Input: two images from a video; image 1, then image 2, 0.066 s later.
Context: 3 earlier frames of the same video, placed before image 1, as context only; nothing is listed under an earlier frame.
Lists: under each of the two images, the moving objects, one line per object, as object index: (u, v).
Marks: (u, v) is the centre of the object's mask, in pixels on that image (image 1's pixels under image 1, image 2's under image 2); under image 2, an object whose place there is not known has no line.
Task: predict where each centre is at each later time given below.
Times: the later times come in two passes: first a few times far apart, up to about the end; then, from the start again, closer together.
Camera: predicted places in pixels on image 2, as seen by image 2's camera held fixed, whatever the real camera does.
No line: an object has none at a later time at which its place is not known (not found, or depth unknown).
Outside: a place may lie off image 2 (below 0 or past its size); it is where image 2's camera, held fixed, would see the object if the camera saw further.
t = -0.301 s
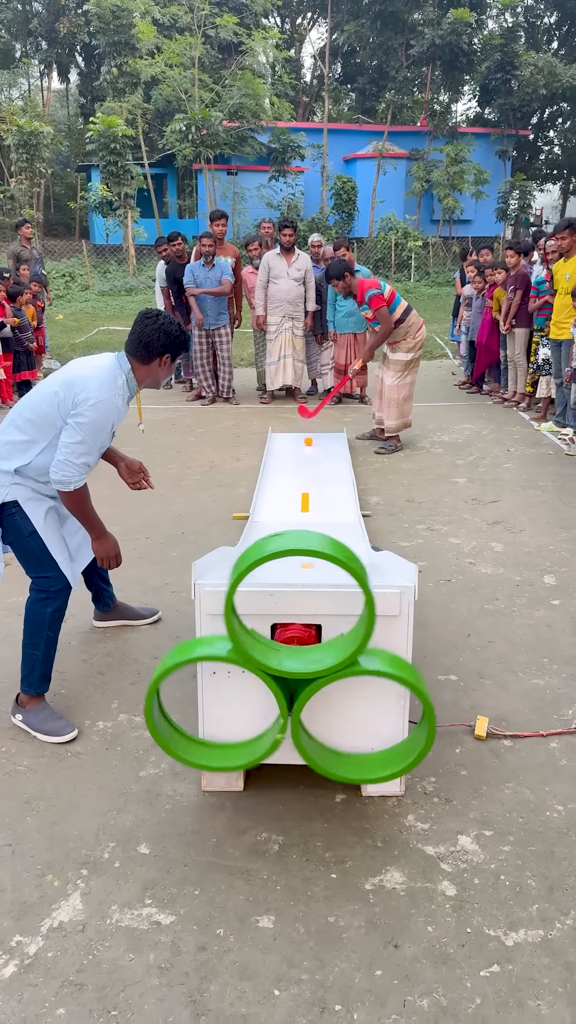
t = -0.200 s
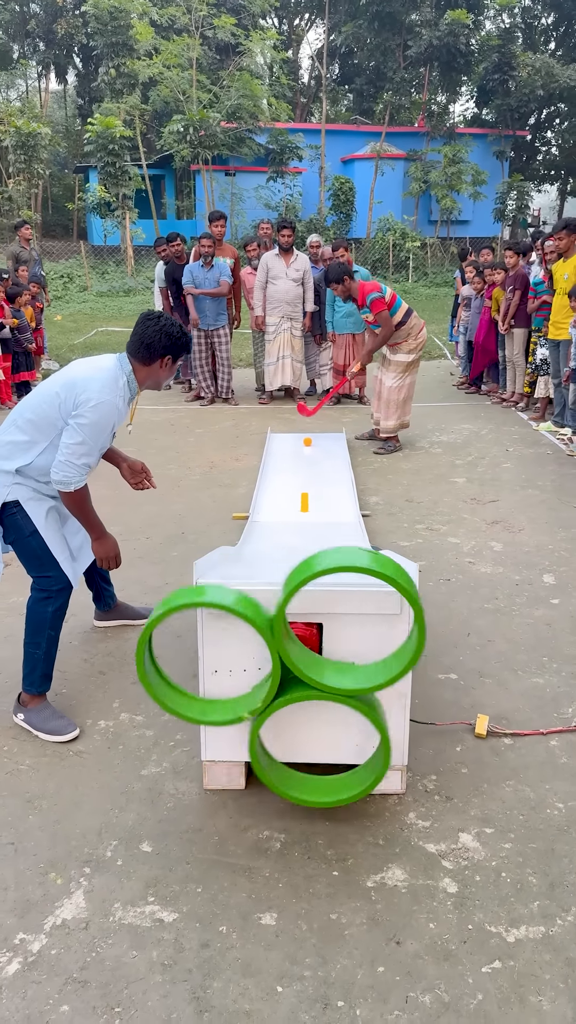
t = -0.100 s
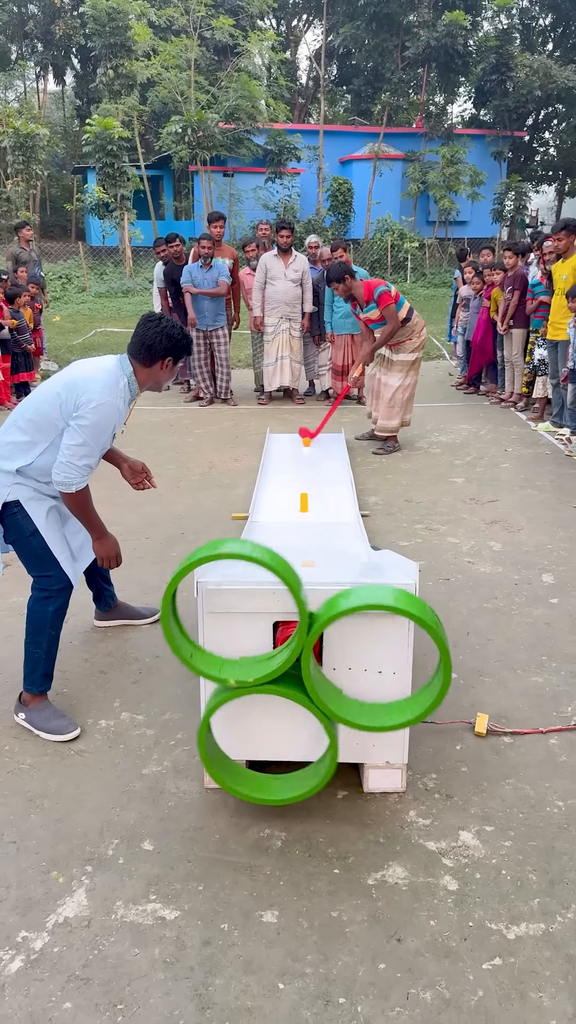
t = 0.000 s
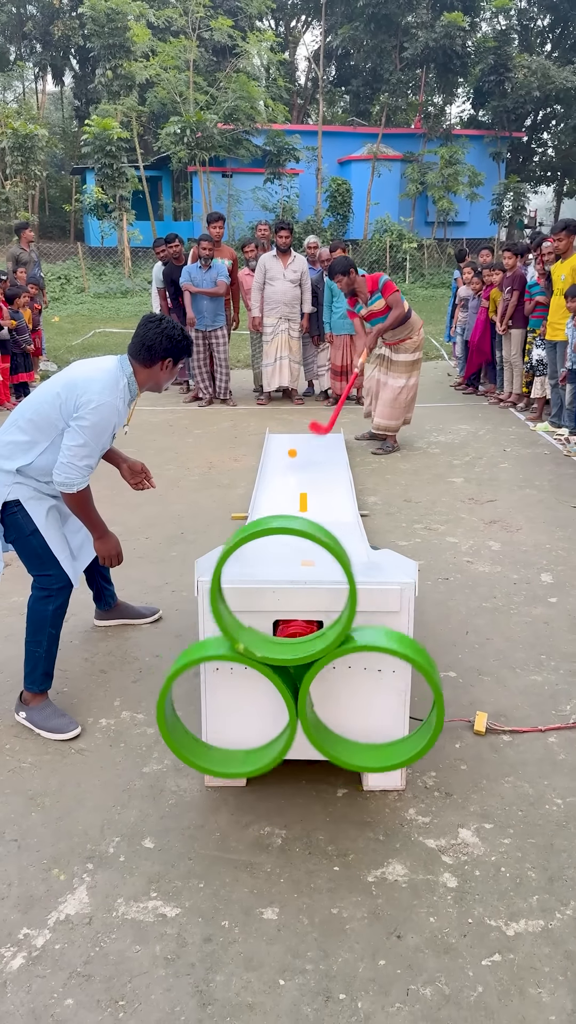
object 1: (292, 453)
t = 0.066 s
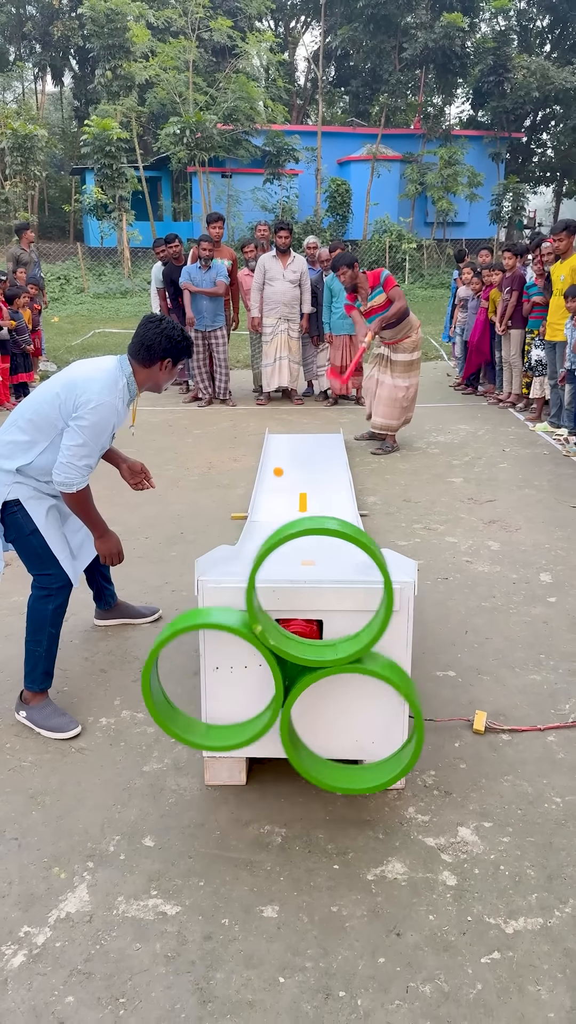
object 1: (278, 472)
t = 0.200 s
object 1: (258, 528)
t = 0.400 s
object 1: (281, 557)
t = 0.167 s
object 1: (255, 521)
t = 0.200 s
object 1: (258, 528)
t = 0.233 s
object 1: (260, 535)
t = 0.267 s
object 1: (262, 550)
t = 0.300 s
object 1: (265, 551)
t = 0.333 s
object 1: (269, 550)
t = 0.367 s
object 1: (273, 551)
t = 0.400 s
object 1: (281, 557)
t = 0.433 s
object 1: (279, 553)
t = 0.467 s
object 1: (289, 560)
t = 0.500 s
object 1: (297, 567)
